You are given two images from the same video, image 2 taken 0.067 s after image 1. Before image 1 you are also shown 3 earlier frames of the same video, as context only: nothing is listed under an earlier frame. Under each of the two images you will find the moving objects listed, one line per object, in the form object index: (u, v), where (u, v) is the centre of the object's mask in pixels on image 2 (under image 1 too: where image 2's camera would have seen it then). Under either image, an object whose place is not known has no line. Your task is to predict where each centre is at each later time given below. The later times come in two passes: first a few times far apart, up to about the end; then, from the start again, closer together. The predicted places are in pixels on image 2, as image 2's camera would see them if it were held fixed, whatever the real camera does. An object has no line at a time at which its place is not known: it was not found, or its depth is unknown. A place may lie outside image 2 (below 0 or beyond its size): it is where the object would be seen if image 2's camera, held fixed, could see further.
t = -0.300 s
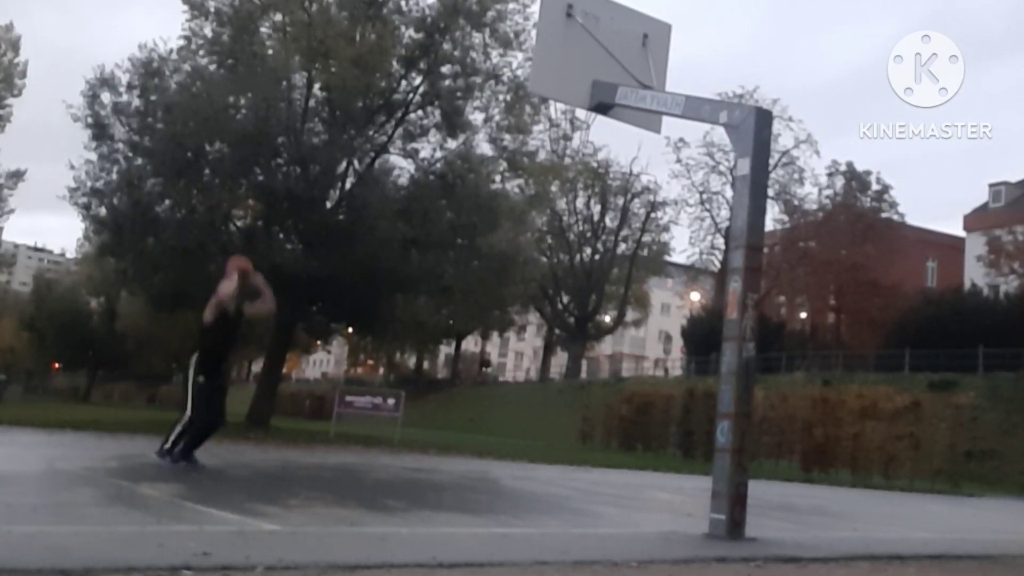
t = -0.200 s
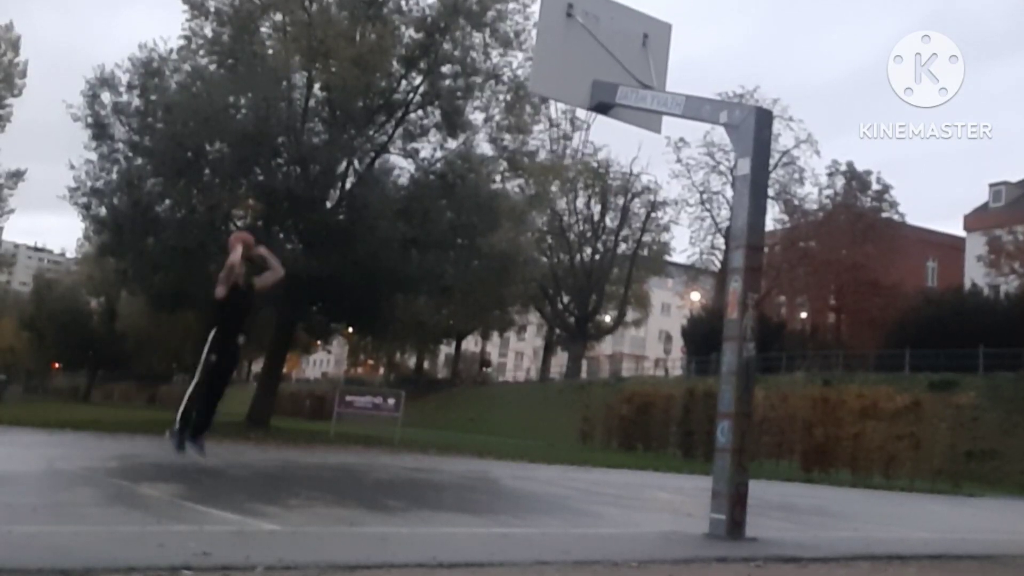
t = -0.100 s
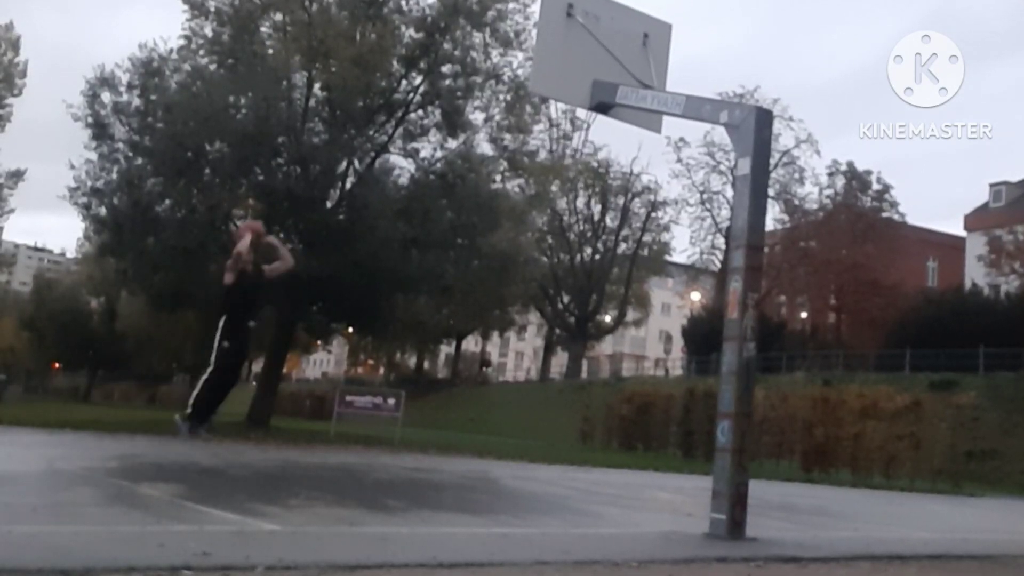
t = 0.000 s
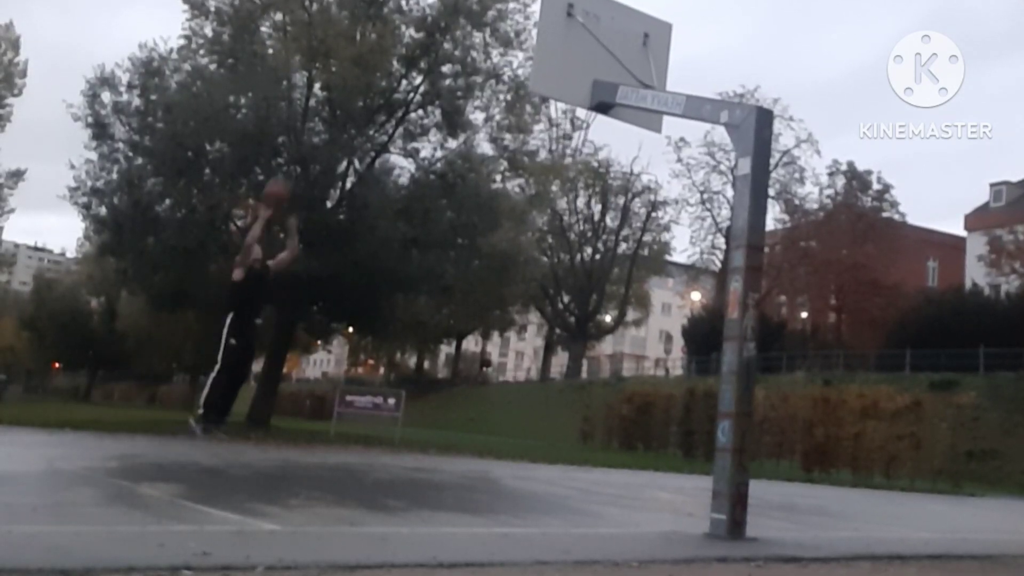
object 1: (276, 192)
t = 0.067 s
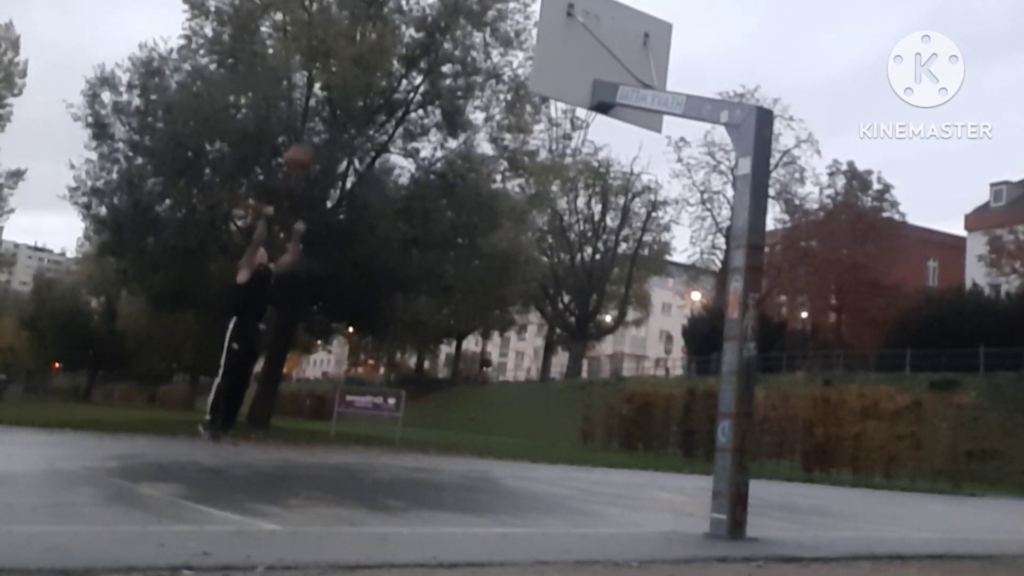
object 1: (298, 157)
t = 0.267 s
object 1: (361, 81)
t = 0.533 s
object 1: (441, 35)
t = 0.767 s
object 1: (513, 57)
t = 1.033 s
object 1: (520, 55)
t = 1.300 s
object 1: (470, 52)
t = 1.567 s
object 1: (416, 121)
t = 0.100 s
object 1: (309, 143)
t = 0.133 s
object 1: (320, 128)
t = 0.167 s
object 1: (330, 114)
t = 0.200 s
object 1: (340, 104)
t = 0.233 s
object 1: (351, 91)
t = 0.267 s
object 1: (361, 81)
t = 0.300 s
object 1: (372, 72)
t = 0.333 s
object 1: (381, 64)
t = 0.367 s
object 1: (392, 55)
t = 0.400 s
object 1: (404, 49)
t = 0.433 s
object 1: (412, 46)
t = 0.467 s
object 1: (424, 41)
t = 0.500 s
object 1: (432, 38)
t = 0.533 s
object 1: (441, 35)
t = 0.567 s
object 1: (452, 33)
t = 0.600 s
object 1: (462, 35)
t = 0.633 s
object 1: (472, 35)
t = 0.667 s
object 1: (482, 38)
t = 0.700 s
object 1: (493, 43)
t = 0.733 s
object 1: (503, 49)
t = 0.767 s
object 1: (513, 57)
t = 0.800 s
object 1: (522, 65)
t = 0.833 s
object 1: (526, 72)
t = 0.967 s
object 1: (526, 68)
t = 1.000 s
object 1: (525, 61)
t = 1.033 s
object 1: (520, 55)
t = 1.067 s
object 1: (514, 50)
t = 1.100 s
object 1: (508, 46)
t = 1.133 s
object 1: (502, 44)
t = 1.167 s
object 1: (497, 43)
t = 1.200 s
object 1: (490, 44)
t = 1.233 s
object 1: (484, 45)
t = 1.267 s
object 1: (477, 48)
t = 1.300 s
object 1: (470, 52)
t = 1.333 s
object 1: (464, 56)
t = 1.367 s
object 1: (459, 62)
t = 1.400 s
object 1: (451, 69)
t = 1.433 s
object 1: (444, 77)
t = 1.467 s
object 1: (437, 85)
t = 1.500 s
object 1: (432, 94)
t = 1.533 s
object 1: (425, 106)
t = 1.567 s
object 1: (416, 121)
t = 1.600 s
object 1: (410, 132)
